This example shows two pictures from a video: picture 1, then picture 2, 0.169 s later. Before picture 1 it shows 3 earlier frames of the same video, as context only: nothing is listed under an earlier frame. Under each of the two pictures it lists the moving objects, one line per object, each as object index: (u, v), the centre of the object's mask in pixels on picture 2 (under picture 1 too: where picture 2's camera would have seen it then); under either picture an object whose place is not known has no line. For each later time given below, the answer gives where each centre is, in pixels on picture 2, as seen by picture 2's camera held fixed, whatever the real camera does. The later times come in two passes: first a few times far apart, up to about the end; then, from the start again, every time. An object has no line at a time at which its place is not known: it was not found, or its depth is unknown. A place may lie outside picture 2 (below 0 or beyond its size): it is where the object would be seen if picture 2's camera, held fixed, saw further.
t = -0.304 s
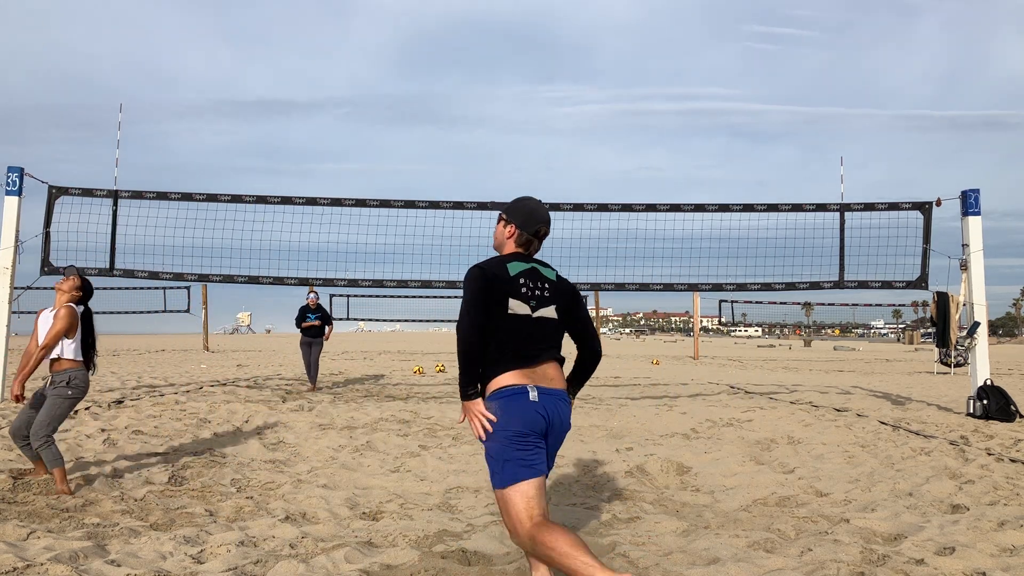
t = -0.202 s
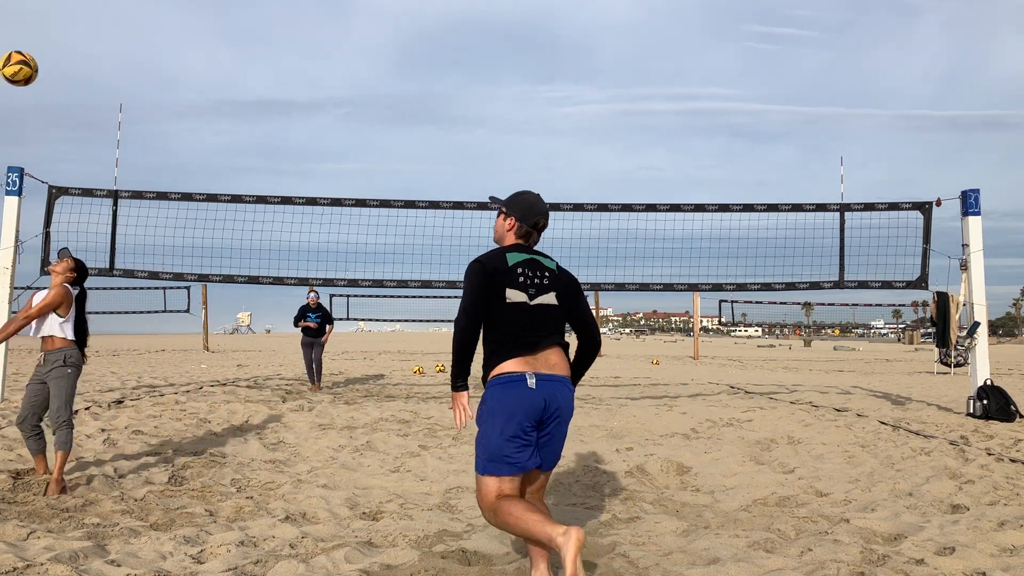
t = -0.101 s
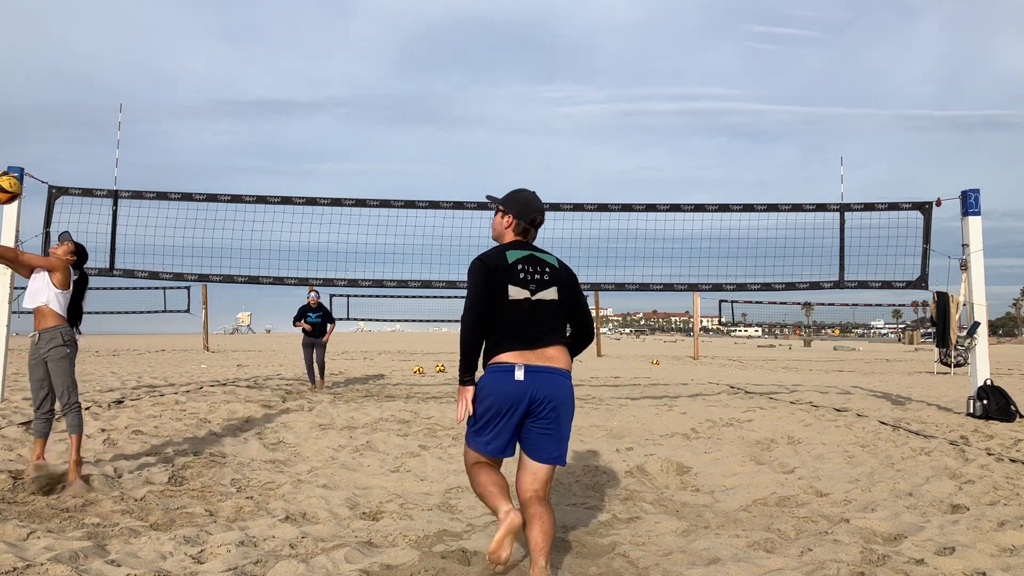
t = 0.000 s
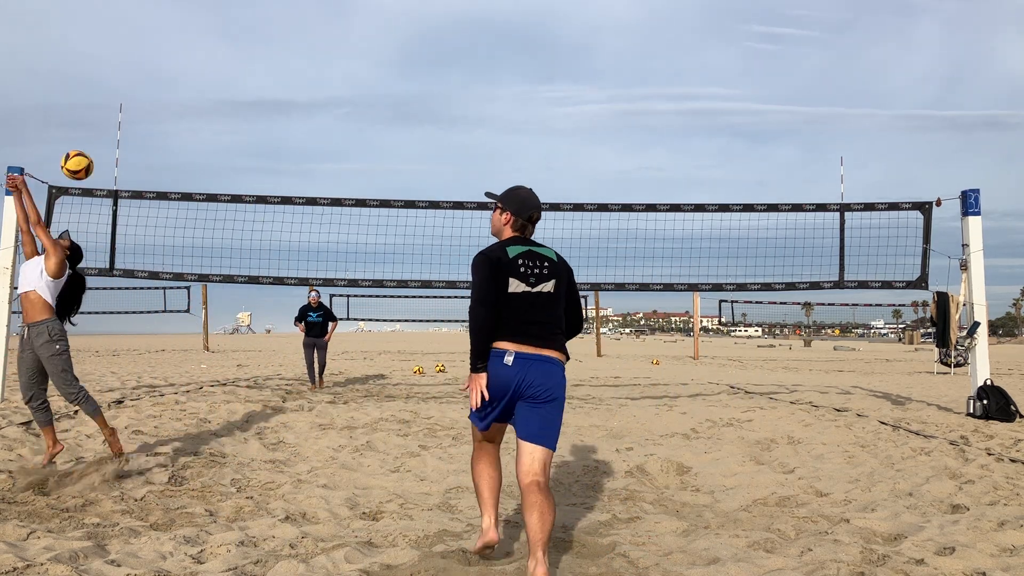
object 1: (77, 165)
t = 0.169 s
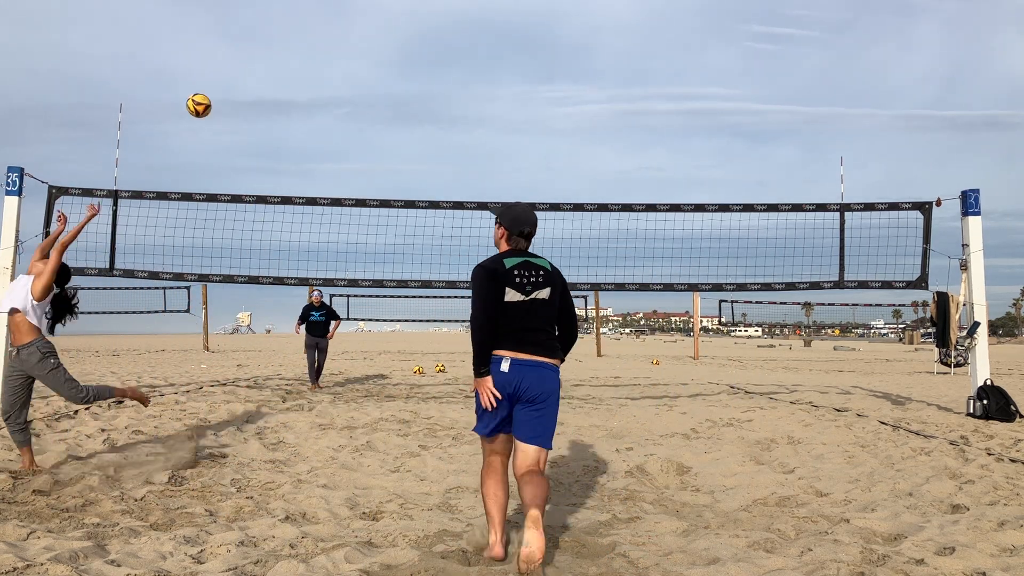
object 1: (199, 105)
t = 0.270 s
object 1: (250, 95)
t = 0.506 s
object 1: (335, 114)
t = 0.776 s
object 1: (396, 176)
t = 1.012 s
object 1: (431, 251)
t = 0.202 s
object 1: (217, 100)
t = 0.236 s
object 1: (234, 97)
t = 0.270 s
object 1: (250, 95)
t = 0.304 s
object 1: (265, 95)
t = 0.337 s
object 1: (279, 96)
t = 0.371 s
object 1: (291, 97)
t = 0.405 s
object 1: (303, 100)
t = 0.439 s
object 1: (315, 104)
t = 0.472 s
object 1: (325, 108)
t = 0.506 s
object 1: (335, 114)
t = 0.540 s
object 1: (344, 120)
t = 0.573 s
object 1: (353, 126)
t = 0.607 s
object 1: (361, 133)
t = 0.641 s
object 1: (369, 141)
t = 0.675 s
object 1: (376, 149)
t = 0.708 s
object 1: (383, 158)
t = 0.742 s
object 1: (389, 166)
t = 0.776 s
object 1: (396, 176)
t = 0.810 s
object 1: (402, 186)
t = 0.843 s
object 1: (407, 195)
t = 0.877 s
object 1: (413, 210)
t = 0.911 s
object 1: (417, 217)
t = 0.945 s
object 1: (422, 228)
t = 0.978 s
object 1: (427, 239)
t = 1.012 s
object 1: (431, 251)
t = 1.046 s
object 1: (435, 262)
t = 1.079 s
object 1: (439, 274)
